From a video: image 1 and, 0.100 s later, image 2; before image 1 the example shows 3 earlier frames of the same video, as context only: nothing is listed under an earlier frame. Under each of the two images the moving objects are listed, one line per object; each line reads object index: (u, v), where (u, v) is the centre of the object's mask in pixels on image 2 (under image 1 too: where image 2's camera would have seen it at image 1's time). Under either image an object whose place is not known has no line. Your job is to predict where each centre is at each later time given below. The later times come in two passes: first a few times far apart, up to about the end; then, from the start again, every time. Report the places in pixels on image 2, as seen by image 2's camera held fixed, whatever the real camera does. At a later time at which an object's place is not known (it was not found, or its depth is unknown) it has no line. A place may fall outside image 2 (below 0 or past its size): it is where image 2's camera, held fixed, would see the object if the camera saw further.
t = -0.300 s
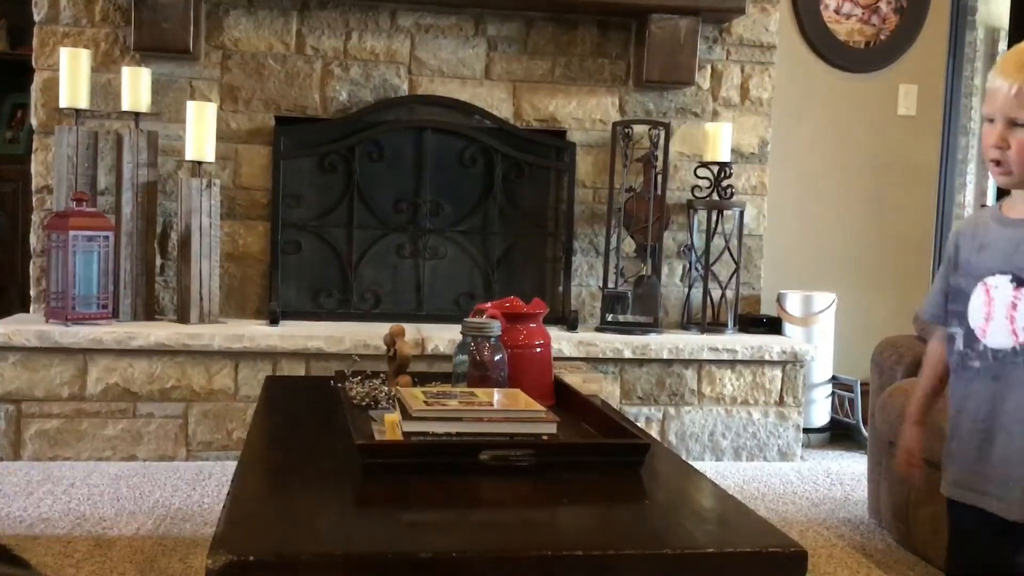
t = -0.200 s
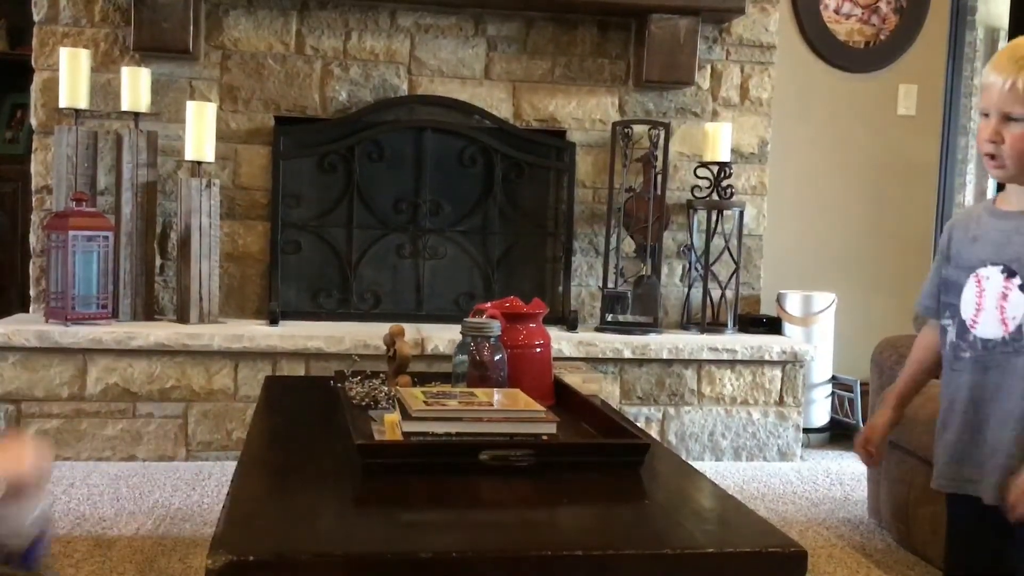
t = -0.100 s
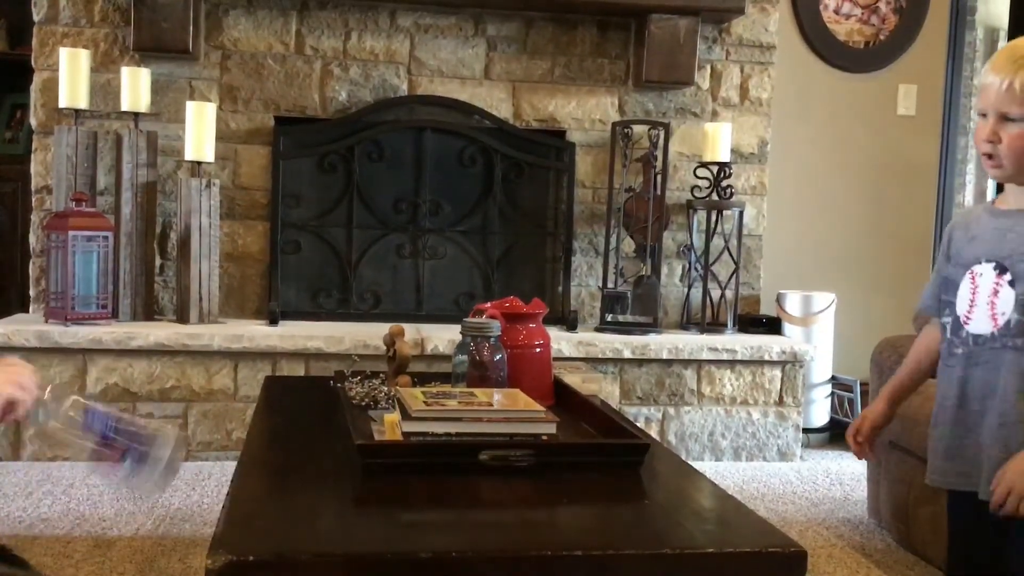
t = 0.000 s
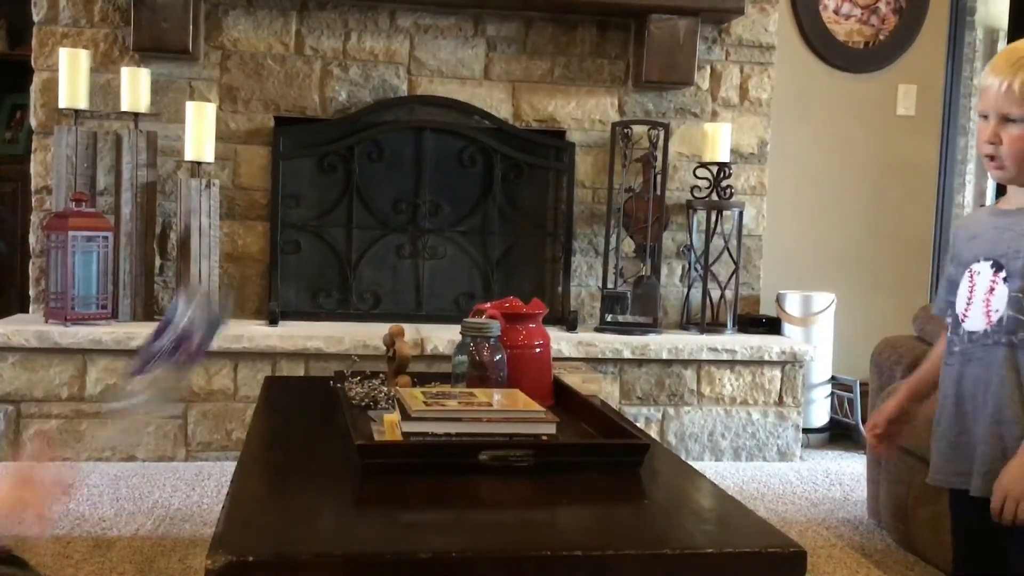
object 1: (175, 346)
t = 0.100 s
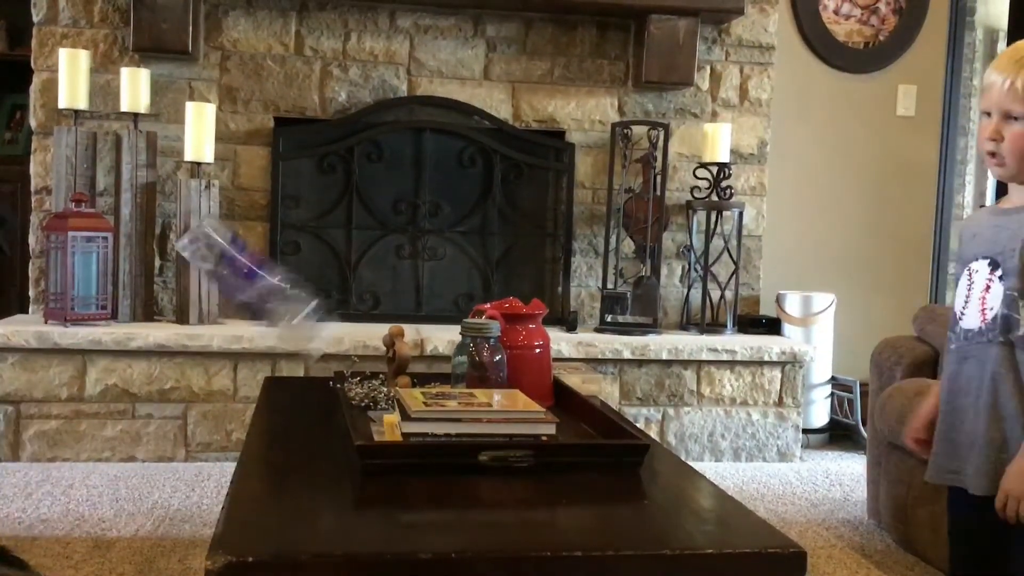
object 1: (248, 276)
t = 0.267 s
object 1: (306, 307)
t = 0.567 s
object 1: (342, 433)
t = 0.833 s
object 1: (343, 429)
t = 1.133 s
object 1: (344, 428)
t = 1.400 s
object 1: (346, 429)
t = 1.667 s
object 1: (347, 430)
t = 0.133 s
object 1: (275, 270)
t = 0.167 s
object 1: (283, 261)
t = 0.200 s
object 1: (287, 268)
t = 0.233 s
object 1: (295, 283)
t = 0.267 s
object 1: (306, 307)
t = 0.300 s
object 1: (314, 345)
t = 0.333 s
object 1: (320, 392)
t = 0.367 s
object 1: (327, 426)
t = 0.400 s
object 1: (329, 429)
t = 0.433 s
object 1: (330, 431)
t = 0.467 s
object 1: (332, 431)
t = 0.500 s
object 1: (334, 432)
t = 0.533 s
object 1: (337, 433)
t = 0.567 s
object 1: (342, 433)
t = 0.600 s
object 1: (346, 434)
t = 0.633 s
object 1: (349, 433)
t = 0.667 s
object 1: (352, 433)
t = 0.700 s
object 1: (353, 434)
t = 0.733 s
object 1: (354, 433)
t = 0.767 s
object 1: (353, 432)
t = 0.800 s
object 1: (350, 431)
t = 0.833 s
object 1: (343, 429)
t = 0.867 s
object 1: (333, 427)
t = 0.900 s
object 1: (328, 430)
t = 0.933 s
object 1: (326, 430)
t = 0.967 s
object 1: (326, 429)
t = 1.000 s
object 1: (328, 429)
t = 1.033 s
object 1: (333, 426)
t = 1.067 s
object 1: (340, 429)
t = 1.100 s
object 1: (343, 427)
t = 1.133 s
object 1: (344, 428)
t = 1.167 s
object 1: (345, 429)
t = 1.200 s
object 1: (346, 430)
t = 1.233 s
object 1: (348, 430)
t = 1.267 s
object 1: (348, 429)
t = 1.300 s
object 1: (346, 429)
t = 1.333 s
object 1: (346, 430)
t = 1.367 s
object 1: (348, 429)
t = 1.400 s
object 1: (346, 429)
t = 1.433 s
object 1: (345, 430)
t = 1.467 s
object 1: (346, 430)
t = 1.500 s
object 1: (345, 429)
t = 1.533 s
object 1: (345, 429)
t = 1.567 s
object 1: (347, 429)
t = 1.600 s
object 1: (346, 429)
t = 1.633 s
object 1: (346, 431)
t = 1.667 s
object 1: (347, 430)
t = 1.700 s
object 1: (346, 431)
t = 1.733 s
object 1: (345, 433)
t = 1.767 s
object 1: (345, 427)
